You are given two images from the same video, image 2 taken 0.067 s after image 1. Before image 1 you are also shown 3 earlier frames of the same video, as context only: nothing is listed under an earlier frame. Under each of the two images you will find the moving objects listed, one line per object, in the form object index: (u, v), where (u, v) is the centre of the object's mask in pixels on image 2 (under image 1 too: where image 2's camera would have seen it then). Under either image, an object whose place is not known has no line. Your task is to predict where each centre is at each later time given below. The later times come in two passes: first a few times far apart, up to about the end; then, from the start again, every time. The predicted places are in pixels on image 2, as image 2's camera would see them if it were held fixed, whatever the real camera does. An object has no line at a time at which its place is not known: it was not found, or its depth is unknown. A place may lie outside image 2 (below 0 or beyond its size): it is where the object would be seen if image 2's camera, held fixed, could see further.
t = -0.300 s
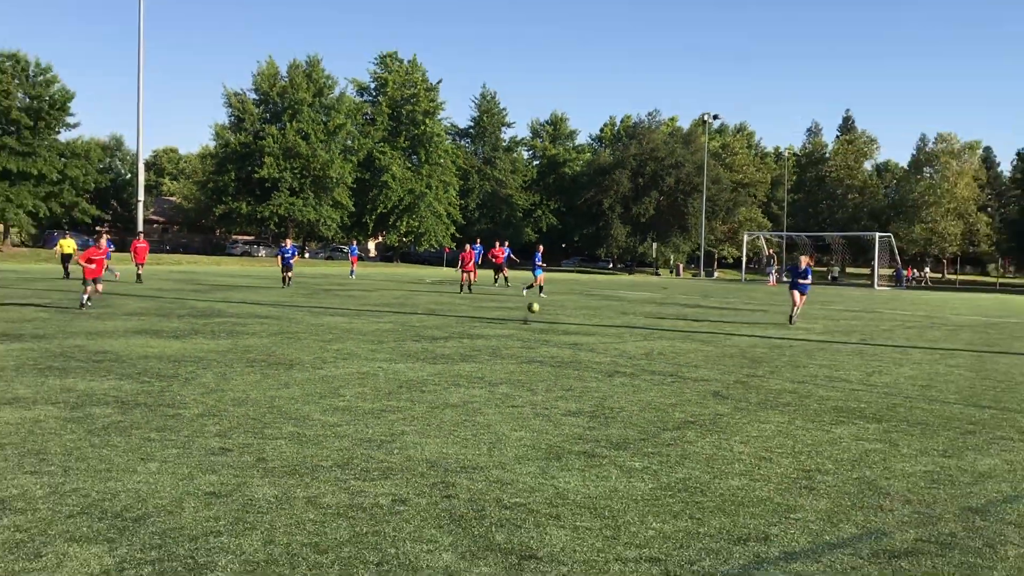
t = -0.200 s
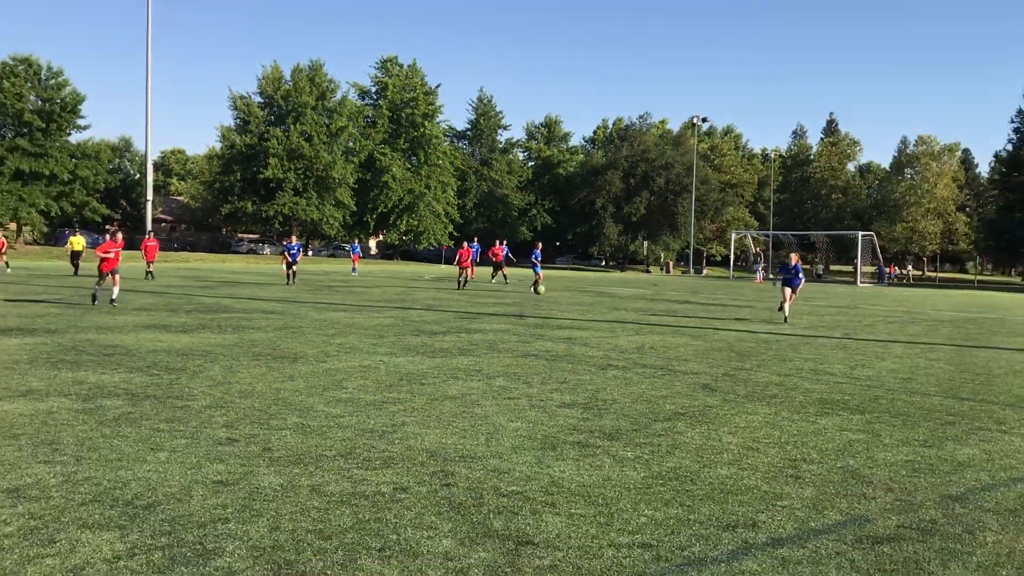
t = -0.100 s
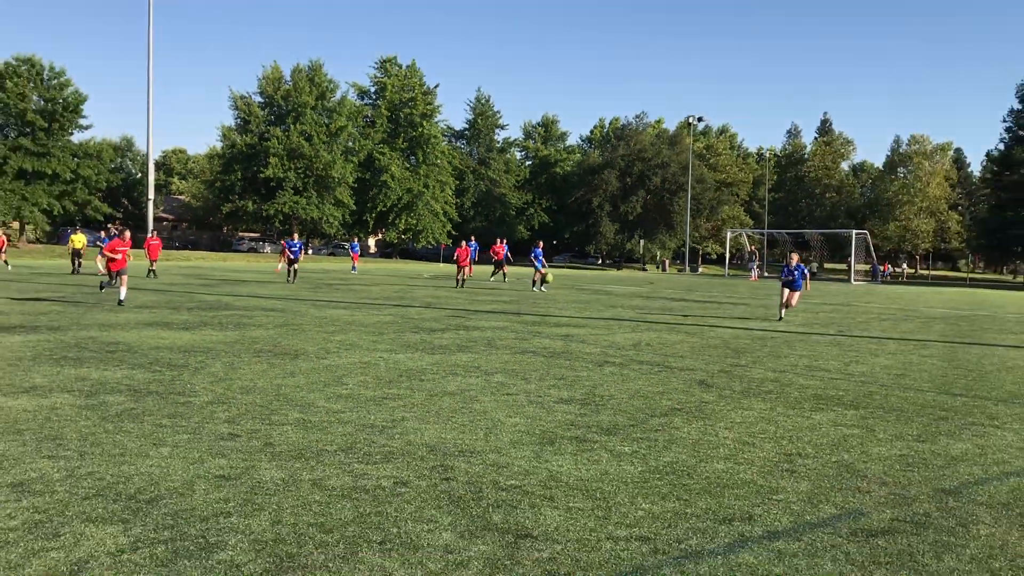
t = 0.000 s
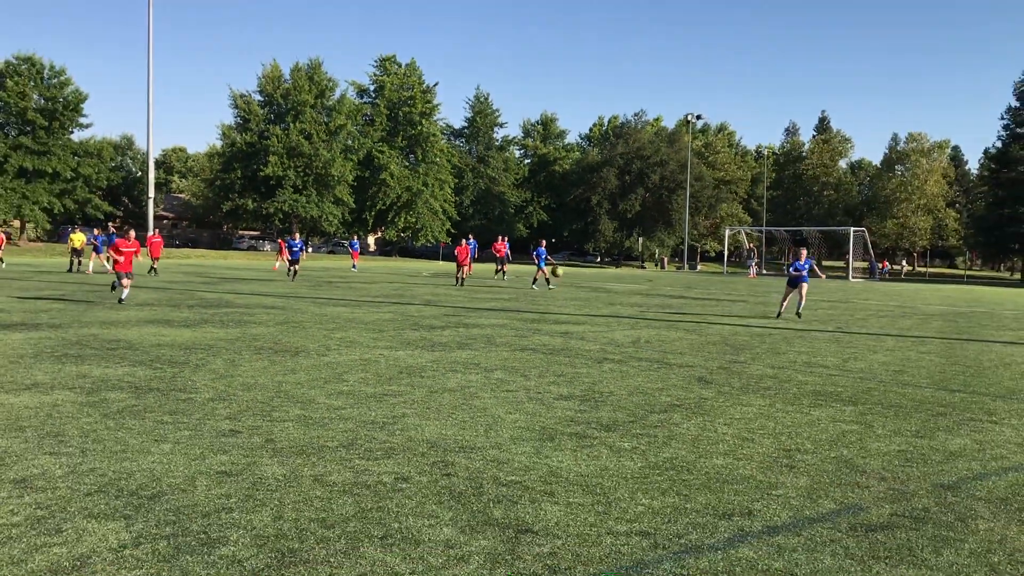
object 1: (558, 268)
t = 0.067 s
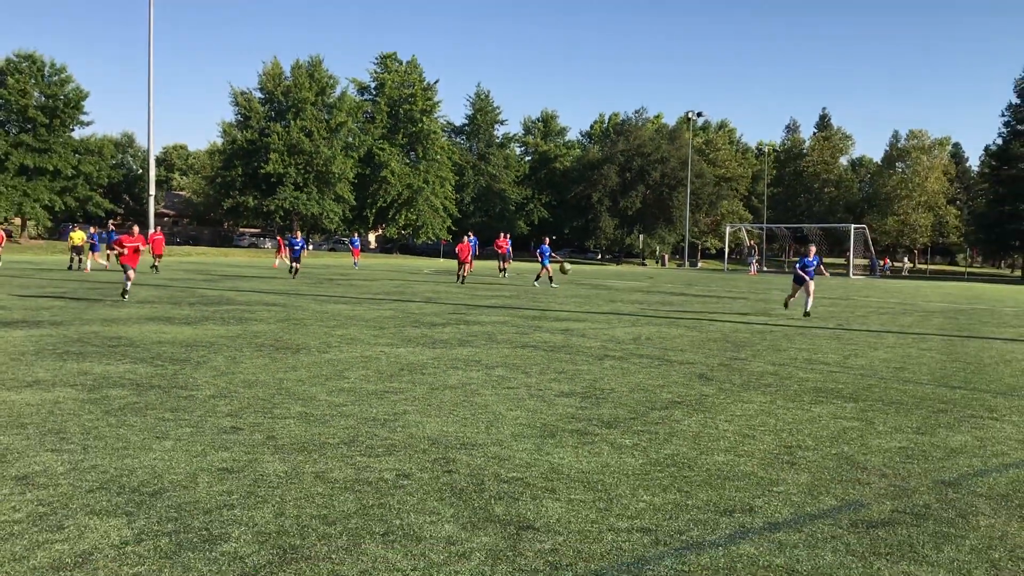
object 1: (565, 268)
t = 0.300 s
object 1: (594, 289)
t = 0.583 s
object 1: (634, 314)
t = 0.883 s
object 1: (685, 313)
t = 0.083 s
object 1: (567, 269)
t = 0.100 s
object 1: (569, 269)
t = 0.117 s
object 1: (571, 270)
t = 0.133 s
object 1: (573, 271)
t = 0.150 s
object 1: (575, 272)
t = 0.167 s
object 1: (577, 273)
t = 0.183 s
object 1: (579, 275)
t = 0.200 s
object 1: (581, 276)
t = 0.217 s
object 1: (583, 277)
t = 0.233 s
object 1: (585, 279)
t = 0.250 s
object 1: (587, 282)
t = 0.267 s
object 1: (589, 284)
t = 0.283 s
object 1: (592, 286)
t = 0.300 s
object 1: (594, 289)
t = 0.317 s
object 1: (595, 291)
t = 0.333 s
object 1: (598, 294)
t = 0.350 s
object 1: (600, 298)
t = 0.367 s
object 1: (602, 301)
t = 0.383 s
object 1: (605, 305)
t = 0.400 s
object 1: (607, 308)
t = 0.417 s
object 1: (608, 312)
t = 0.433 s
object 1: (611, 316)
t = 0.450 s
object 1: (613, 321)
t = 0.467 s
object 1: (615, 325)
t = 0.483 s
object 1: (618, 327)
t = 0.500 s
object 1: (620, 325)
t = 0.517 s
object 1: (623, 322)
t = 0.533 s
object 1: (625, 320)
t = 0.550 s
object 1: (628, 318)
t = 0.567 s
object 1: (631, 317)
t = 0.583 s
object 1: (634, 314)
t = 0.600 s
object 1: (636, 313)
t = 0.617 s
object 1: (638, 312)
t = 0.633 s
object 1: (641, 310)
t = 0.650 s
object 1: (643, 309)
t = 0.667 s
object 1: (647, 308)
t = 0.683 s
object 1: (650, 308)
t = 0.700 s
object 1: (653, 307)
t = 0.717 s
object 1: (655, 307)
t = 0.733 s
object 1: (658, 307)
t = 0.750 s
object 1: (661, 307)
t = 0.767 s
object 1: (663, 307)
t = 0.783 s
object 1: (666, 307)
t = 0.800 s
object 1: (669, 308)
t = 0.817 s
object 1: (673, 308)
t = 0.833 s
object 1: (676, 309)
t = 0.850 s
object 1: (679, 310)
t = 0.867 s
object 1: (681, 311)
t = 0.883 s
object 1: (685, 313)
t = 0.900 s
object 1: (688, 314)
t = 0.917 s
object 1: (691, 317)
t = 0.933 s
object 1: (694, 319)
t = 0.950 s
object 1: (697, 321)
